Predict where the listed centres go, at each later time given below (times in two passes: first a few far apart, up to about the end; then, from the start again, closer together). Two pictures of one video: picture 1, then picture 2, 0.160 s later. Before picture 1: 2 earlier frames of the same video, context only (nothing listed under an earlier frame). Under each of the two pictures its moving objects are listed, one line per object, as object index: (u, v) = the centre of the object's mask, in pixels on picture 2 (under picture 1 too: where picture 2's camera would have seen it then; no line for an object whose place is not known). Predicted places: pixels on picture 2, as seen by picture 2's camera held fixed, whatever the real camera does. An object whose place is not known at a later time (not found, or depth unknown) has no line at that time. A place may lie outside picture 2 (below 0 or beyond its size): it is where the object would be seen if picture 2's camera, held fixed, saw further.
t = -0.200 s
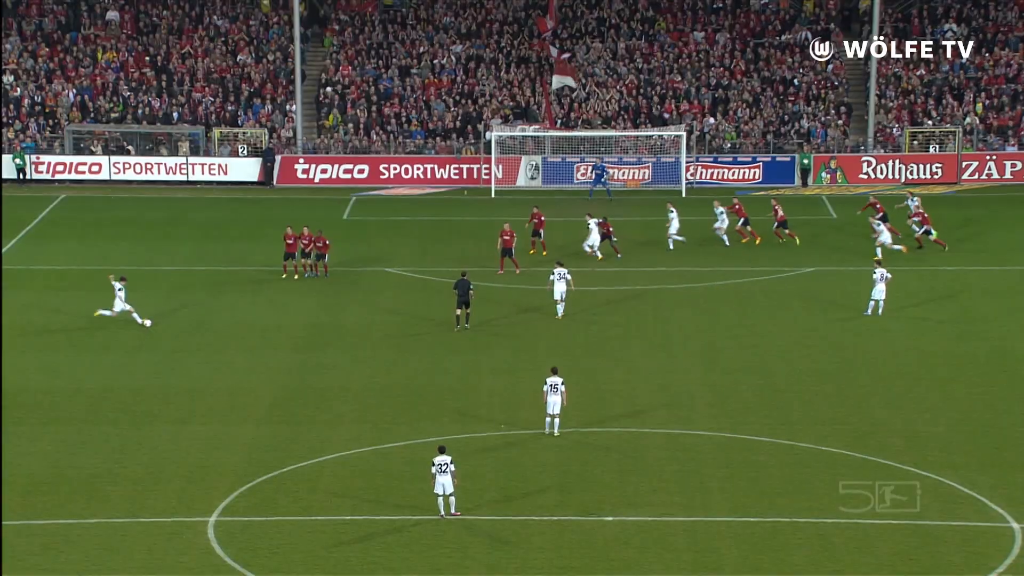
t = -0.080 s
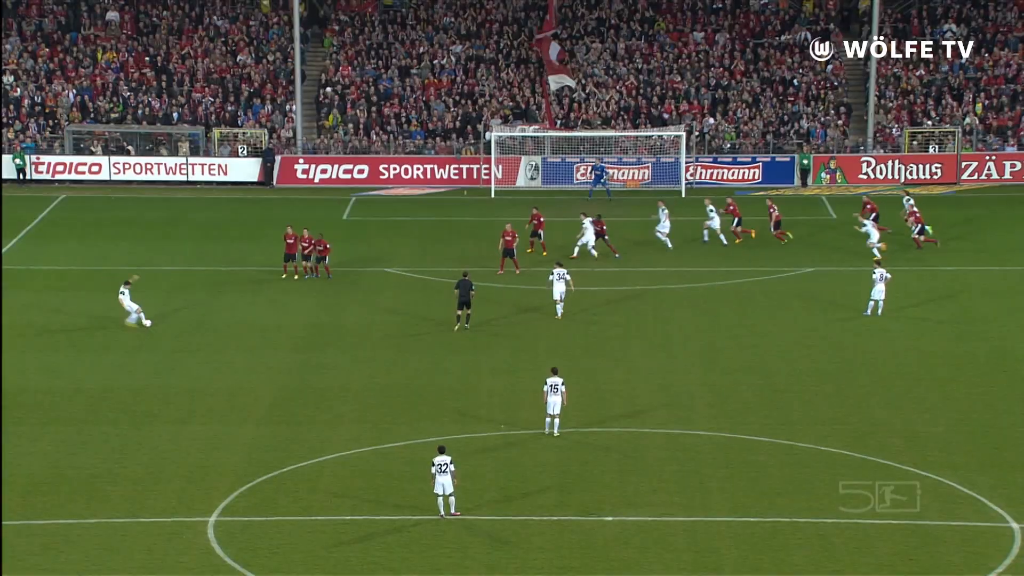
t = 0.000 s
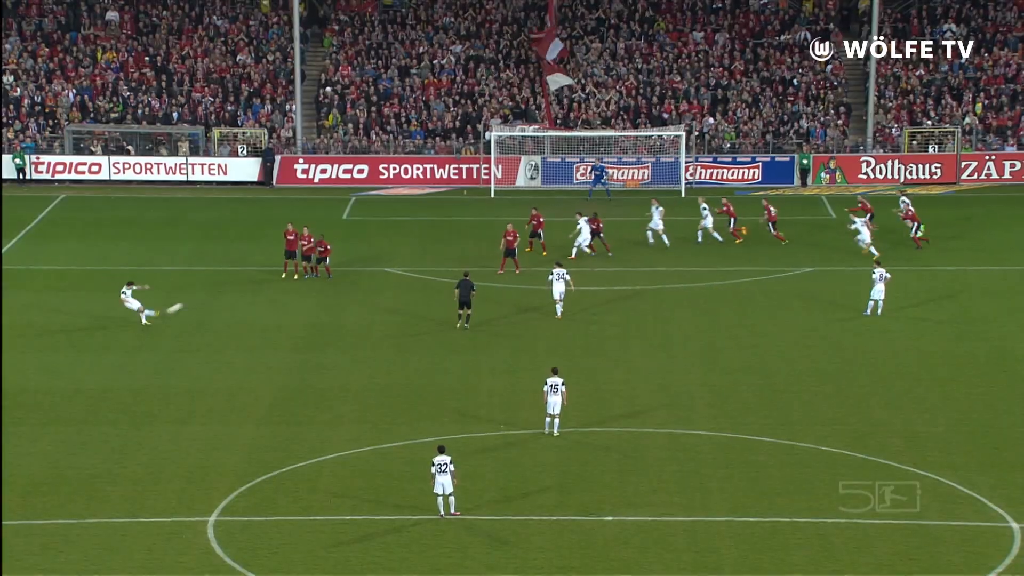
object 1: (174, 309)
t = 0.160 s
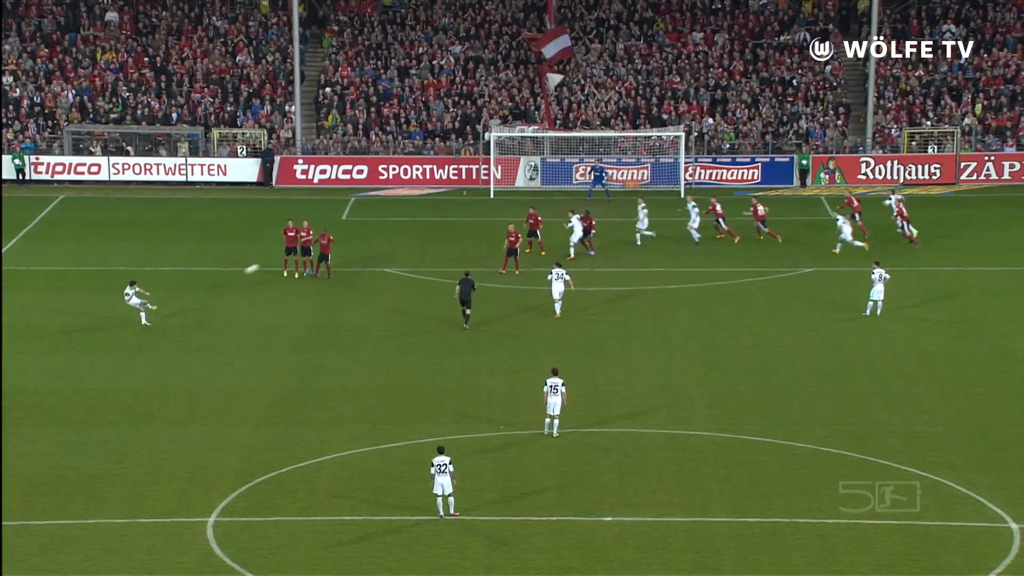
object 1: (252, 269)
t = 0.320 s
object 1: (321, 236)
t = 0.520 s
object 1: (399, 203)
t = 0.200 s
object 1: (264, 263)
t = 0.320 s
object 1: (321, 236)
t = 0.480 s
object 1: (390, 206)
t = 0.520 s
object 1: (399, 203)
